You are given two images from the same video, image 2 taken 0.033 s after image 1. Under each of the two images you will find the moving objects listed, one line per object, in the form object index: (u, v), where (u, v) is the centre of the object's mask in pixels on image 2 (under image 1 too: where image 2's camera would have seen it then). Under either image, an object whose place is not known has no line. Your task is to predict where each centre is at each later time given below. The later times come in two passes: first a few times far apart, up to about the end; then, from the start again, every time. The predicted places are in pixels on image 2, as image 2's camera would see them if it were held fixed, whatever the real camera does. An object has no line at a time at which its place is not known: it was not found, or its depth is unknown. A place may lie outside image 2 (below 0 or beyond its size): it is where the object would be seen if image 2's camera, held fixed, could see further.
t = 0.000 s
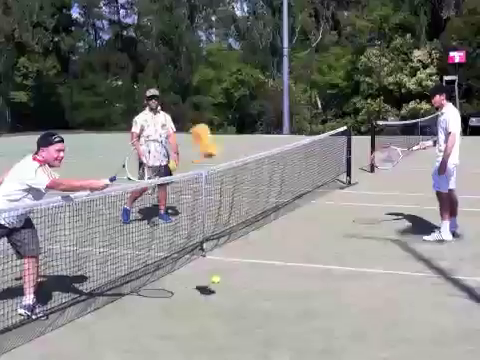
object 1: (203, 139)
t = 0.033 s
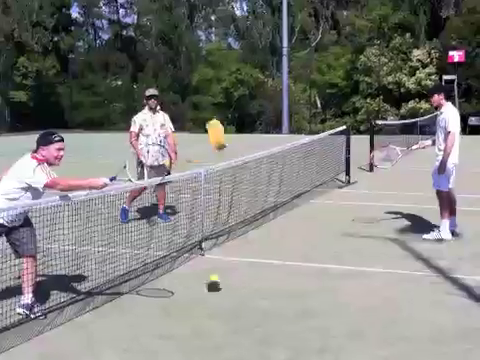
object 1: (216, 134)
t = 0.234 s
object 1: (286, 138)
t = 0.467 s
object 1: (356, 200)
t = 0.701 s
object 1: (403, 306)
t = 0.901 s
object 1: (408, 280)
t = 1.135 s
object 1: (410, 300)
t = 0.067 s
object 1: (229, 131)
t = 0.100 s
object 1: (242, 129)
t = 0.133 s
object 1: (253, 129)
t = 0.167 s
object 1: (264, 131)
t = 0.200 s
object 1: (276, 134)
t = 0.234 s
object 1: (286, 138)
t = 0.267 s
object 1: (295, 141)
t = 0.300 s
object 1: (308, 150)
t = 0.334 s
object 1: (318, 158)
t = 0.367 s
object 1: (328, 167)
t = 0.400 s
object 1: (337, 178)
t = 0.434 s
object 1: (347, 190)
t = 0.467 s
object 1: (356, 200)
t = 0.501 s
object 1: (361, 214)
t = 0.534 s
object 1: (370, 227)
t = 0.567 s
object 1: (377, 242)
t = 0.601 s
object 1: (384, 258)
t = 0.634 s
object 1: (391, 274)
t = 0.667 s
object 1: (398, 292)
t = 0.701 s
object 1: (403, 306)
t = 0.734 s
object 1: (405, 301)
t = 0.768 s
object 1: (405, 296)
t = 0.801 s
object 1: (407, 291)
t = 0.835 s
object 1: (408, 286)
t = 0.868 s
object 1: (408, 284)
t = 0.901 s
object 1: (408, 280)
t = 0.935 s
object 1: (409, 280)
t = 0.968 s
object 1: (409, 281)
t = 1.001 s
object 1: (410, 284)
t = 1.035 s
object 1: (410, 287)
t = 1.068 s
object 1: (410, 294)
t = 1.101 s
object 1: (411, 300)
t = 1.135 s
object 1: (410, 300)
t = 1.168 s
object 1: (410, 301)
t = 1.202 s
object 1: (410, 301)
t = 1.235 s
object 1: (409, 302)
